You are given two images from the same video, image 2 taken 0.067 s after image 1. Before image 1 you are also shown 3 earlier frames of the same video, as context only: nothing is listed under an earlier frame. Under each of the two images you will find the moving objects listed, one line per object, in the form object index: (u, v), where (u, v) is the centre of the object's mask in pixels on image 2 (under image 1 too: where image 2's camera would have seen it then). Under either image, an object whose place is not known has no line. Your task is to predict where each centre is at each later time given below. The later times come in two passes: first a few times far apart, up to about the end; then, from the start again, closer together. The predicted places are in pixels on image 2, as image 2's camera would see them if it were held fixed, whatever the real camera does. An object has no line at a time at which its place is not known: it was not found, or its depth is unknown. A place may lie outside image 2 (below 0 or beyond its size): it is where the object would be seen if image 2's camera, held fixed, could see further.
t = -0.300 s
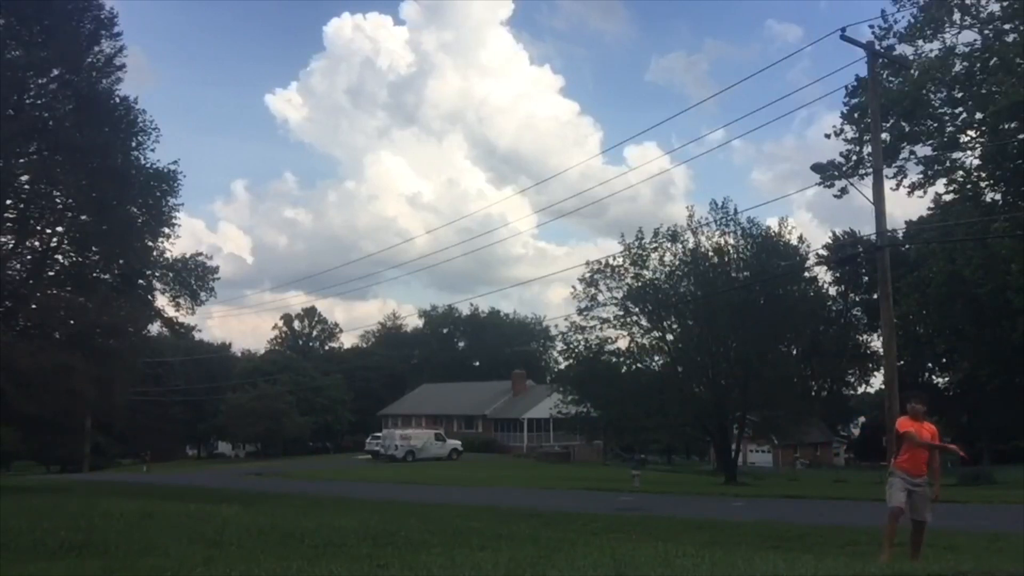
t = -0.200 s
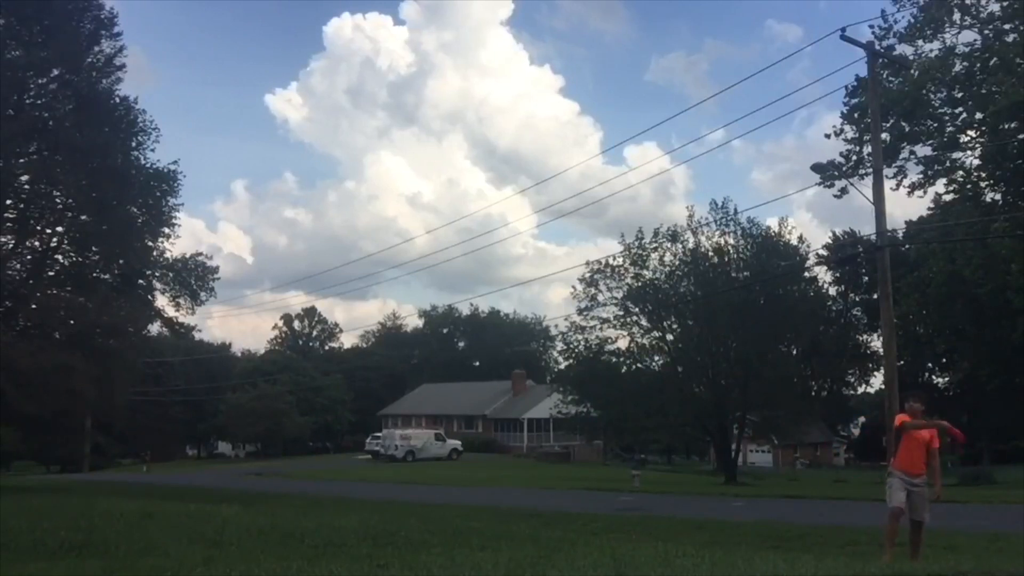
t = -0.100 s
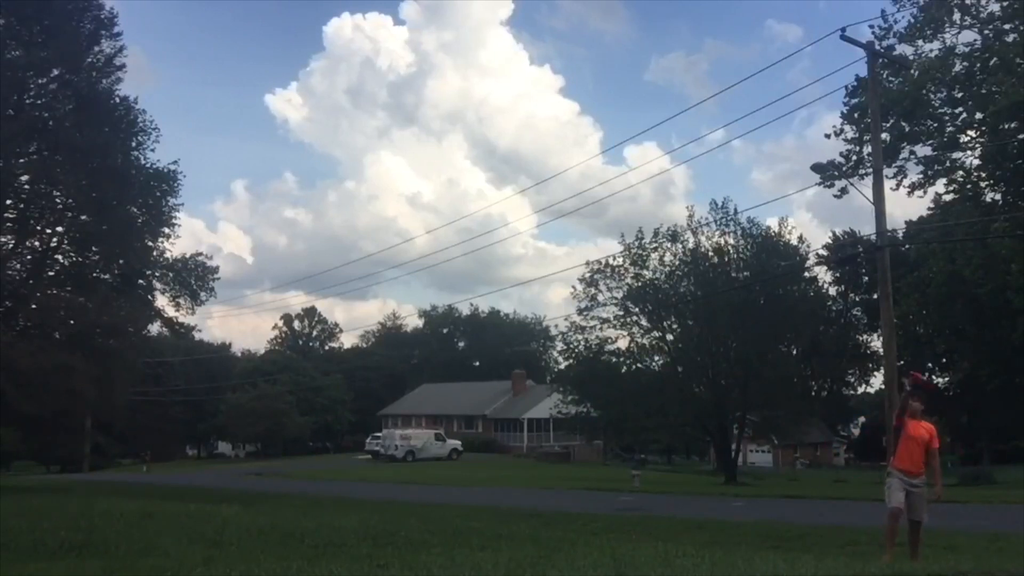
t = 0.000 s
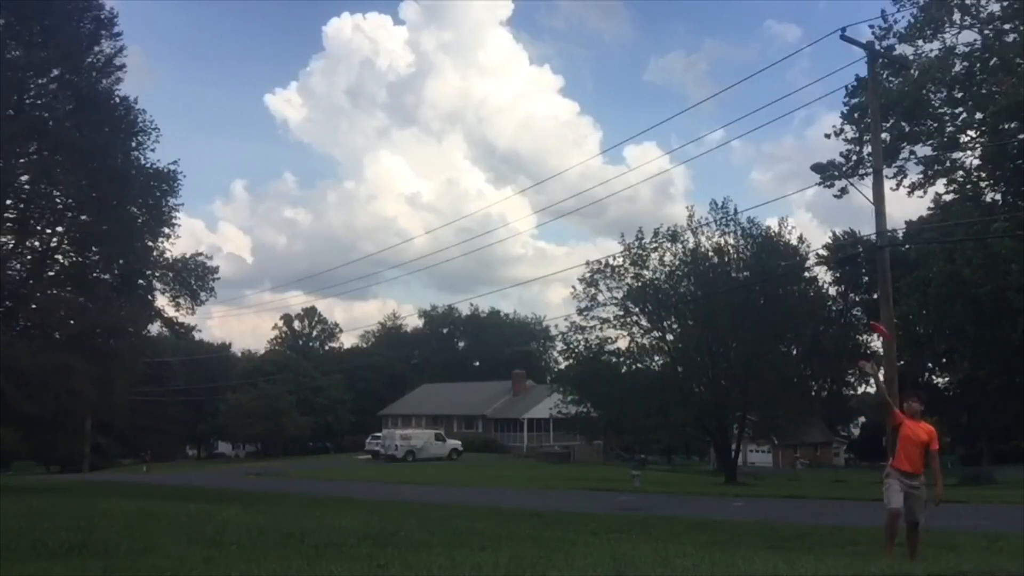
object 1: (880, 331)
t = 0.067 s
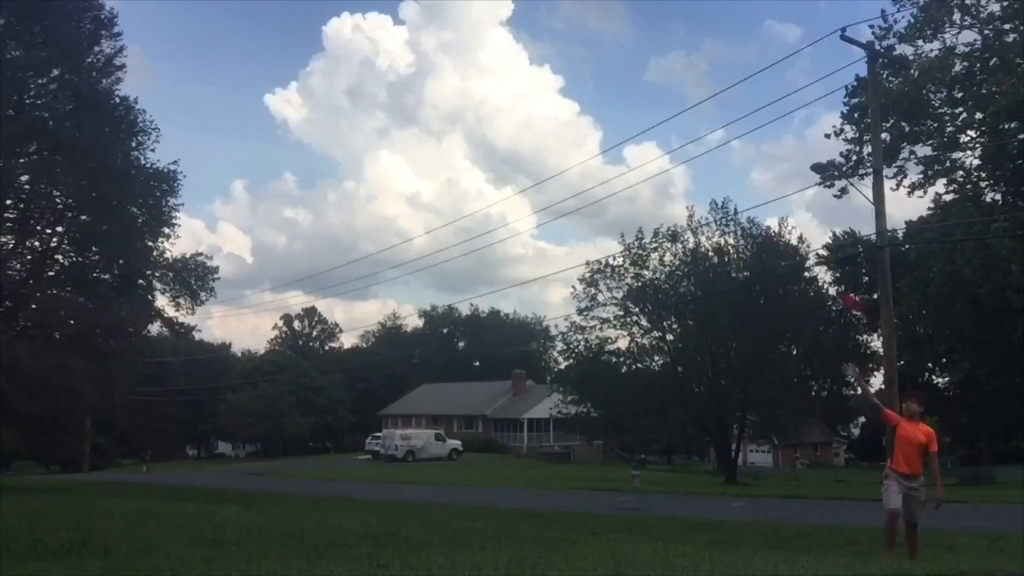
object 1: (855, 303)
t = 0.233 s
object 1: (792, 252)
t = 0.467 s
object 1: (714, 204)
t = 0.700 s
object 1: (654, 193)
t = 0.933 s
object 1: (615, 227)
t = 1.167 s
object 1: (611, 320)
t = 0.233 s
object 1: (792, 252)
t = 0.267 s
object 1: (778, 241)
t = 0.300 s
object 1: (768, 234)
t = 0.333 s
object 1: (757, 227)
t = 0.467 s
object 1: (714, 204)
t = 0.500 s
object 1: (705, 200)
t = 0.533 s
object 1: (695, 196)
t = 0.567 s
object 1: (686, 194)
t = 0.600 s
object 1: (677, 192)
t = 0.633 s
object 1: (669, 191)
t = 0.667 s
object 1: (662, 192)
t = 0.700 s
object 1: (654, 193)
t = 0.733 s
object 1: (647, 194)
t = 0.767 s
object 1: (640, 197)
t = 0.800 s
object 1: (634, 201)
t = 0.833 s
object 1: (628, 206)
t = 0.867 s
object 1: (623, 211)
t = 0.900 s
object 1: (619, 219)
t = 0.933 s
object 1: (615, 227)
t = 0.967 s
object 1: (611, 236)
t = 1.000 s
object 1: (609, 246)
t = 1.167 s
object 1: (611, 320)
